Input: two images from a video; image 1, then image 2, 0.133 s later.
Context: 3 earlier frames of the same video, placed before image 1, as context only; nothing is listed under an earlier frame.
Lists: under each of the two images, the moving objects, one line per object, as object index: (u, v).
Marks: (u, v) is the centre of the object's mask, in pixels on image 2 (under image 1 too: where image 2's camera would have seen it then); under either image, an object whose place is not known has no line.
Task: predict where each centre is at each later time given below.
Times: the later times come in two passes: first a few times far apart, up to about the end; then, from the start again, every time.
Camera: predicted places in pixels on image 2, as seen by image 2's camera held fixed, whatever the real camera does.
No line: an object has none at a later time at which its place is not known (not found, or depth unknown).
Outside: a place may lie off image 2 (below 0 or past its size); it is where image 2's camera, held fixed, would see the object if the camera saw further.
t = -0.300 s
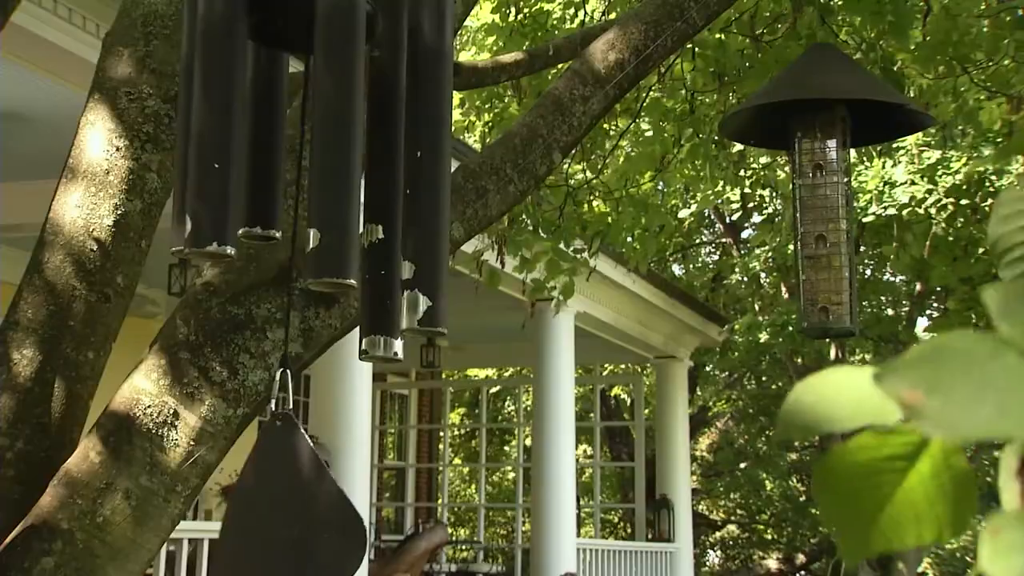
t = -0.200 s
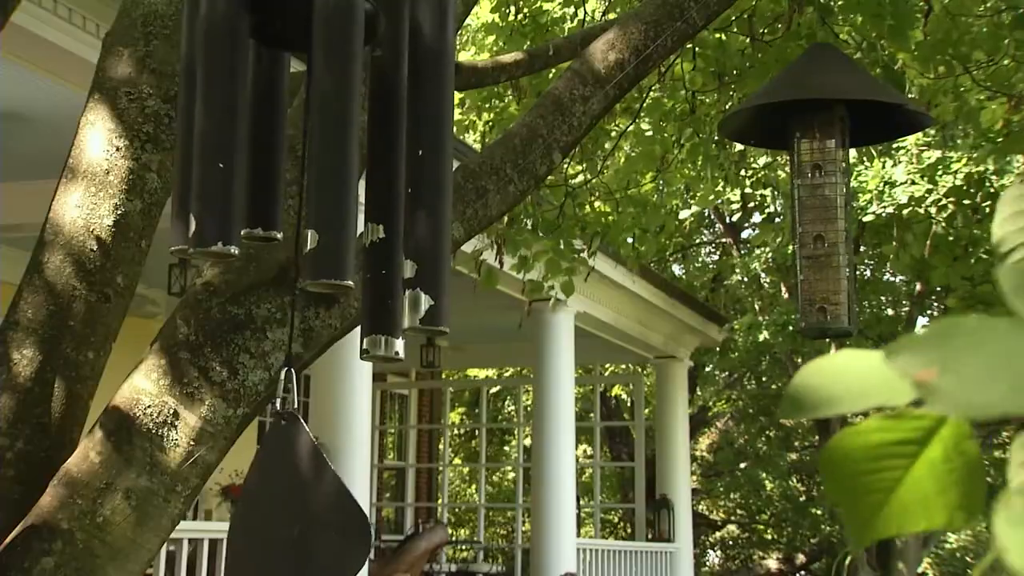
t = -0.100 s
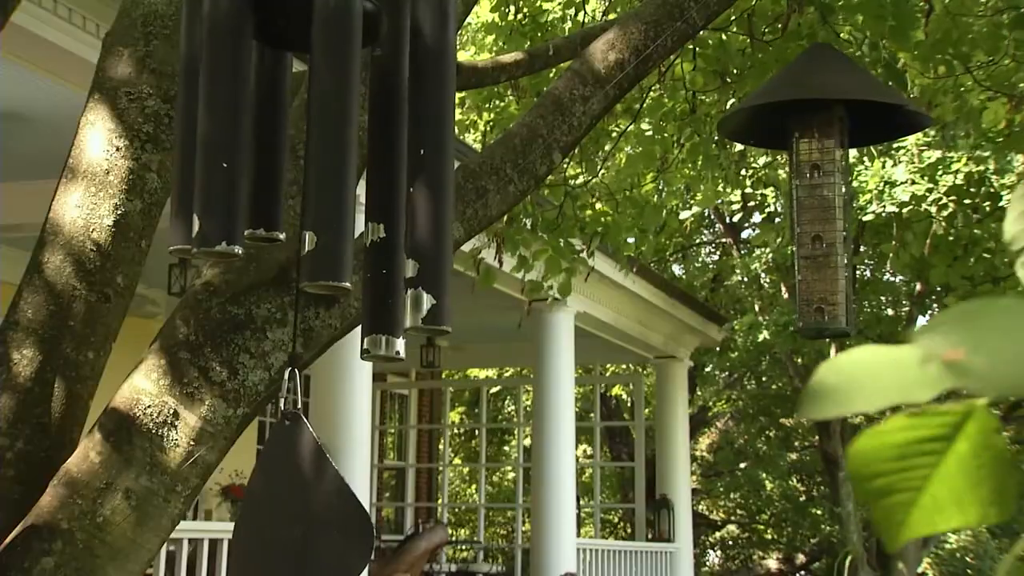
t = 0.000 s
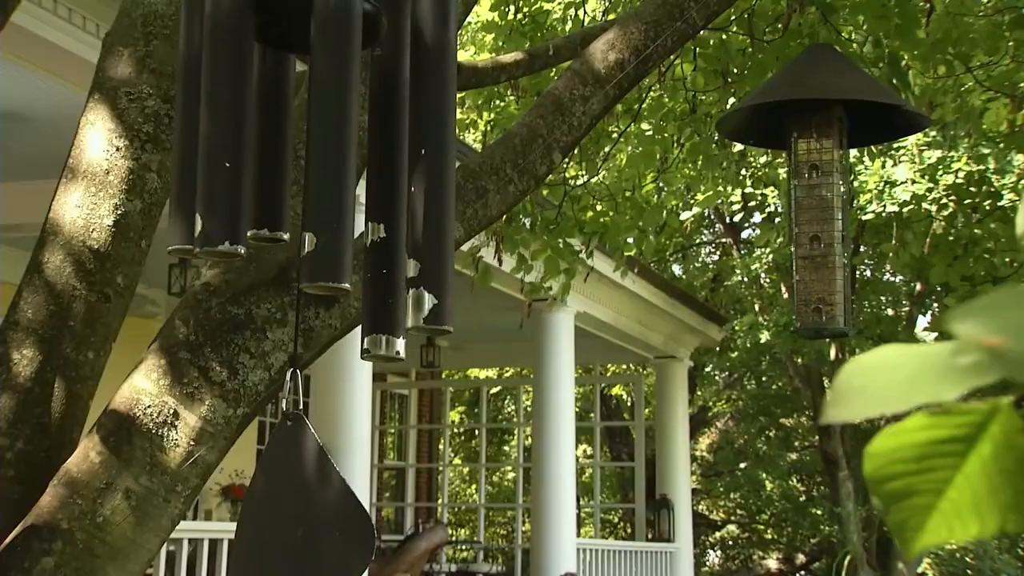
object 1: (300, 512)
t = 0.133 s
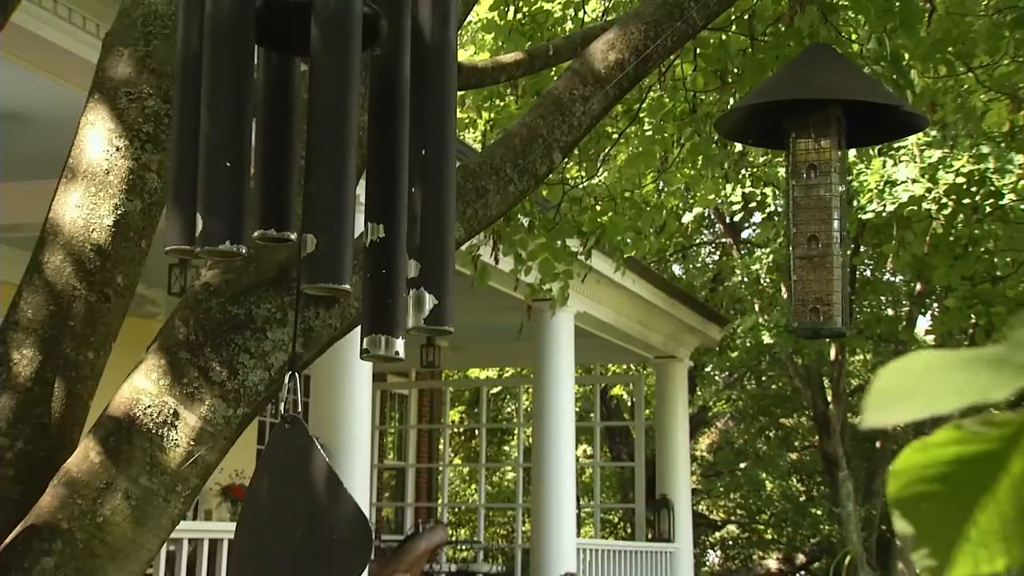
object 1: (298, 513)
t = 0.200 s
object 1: (296, 514)
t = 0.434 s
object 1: (287, 516)
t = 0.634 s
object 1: (281, 516)
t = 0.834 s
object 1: (279, 516)
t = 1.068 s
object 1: (275, 515)
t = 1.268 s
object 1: (269, 513)
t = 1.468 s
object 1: (266, 512)
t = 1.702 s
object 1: (269, 512)
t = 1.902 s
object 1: (275, 513)
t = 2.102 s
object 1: (282, 515)
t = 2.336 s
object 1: (286, 515)
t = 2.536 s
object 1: (279, 515)
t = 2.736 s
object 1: (263, 515)
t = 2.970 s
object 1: (248, 511)
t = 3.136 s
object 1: (246, 512)
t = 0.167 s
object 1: (298, 514)
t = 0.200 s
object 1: (296, 514)
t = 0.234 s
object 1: (295, 515)
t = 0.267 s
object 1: (294, 515)
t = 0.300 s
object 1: (292, 515)
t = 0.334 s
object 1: (291, 515)
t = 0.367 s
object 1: (289, 516)
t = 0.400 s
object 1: (288, 516)
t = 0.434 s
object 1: (287, 516)
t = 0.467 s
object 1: (286, 516)
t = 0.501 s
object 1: (285, 516)
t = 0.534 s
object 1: (284, 516)
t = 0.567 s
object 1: (283, 516)
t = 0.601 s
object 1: (282, 516)
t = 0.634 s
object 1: (281, 516)
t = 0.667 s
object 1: (280, 516)
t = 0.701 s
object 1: (280, 516)
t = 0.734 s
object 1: (280, 516)
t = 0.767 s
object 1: (279, 516)
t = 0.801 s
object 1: (279, 516)
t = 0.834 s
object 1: (279, 516)
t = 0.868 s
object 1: (278, 516)
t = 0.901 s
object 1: (278, 516)
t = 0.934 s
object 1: (277, 516)
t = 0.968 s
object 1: (277, 516)
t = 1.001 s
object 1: (276, 516)
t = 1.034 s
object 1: (276, 516)
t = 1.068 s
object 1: (275, 515)
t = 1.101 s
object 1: (274, 515)
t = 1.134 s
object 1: (274, 515)
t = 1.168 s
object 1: (272, 514)
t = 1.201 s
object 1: (271, 514)
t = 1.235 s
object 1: (270, 513)
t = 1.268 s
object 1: (269, 513)
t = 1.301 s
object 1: (268, 513)
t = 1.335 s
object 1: (267, 512)
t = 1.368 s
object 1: (266, 512)
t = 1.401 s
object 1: (266, 513)
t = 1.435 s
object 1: (266, 512)
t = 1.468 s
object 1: (266, 512)
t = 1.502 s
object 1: (266, 512)
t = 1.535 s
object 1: (266, 512)
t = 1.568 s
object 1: (266, 512)
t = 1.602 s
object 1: (267, 512)
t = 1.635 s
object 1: (267, 512)
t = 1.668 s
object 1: (268, 512)
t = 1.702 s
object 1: (269, 512)
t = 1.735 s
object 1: (270, 511)
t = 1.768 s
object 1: (271, 511)
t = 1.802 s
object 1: (272, 512)
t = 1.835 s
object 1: (273, 512)
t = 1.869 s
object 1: (274, 513)
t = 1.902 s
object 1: (275, 513)
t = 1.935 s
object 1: (277, 513)
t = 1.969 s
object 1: (278, 514)
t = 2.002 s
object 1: (279, 514)
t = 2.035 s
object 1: (280, 514)
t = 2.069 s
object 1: (281, 515)
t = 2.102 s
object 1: (282, 515)
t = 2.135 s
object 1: (283, 515)
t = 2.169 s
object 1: (284, 516)
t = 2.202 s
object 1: (285, 516)
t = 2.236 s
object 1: (285, 515)
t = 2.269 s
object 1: (286, 515)
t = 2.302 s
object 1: (286, 516)
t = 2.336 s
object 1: (286, 515)
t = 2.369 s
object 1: (285, 515)
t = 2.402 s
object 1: (284, 515)
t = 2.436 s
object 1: (283, 516)
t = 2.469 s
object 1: (282, 515)
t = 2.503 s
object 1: (281, 515)
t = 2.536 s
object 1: (279, 515)
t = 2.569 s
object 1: (276, 515)
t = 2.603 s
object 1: (274, 515)
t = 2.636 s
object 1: (271, 515)
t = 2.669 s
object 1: (269, 514)
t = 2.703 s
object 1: (266, 515)
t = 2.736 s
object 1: (263, 515)
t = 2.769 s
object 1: (260, 515)
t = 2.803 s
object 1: (258, 514)
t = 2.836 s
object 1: (255, 513)
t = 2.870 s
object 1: (253, 512)
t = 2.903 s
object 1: (251, 511)
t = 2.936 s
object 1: (249, 511)
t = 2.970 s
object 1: (248, 511)
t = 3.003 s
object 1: (247, 511)
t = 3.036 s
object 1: (246, 511)
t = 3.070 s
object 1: (246, 512)
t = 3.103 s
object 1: (246, 511)
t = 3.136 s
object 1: (246, 512)
